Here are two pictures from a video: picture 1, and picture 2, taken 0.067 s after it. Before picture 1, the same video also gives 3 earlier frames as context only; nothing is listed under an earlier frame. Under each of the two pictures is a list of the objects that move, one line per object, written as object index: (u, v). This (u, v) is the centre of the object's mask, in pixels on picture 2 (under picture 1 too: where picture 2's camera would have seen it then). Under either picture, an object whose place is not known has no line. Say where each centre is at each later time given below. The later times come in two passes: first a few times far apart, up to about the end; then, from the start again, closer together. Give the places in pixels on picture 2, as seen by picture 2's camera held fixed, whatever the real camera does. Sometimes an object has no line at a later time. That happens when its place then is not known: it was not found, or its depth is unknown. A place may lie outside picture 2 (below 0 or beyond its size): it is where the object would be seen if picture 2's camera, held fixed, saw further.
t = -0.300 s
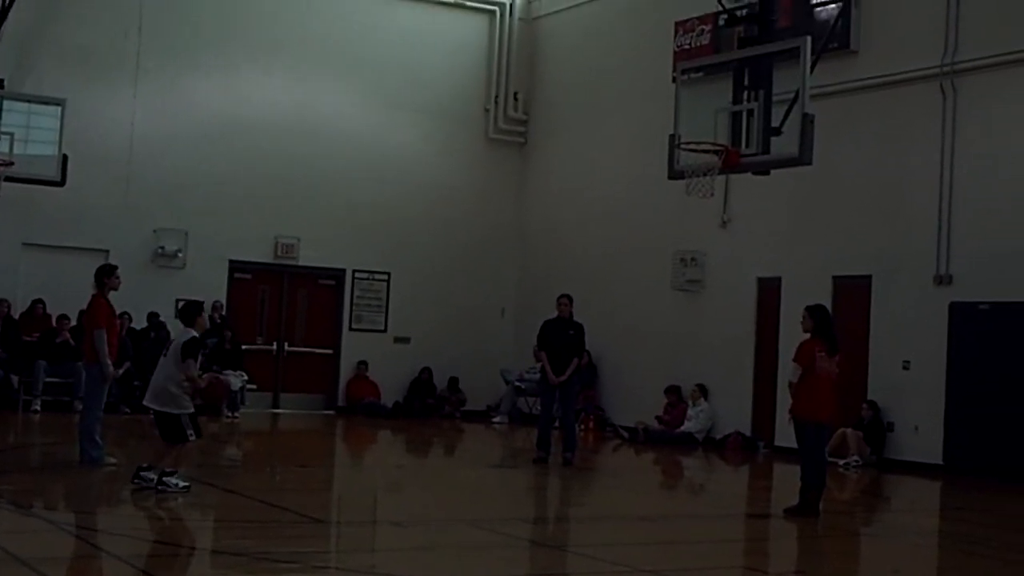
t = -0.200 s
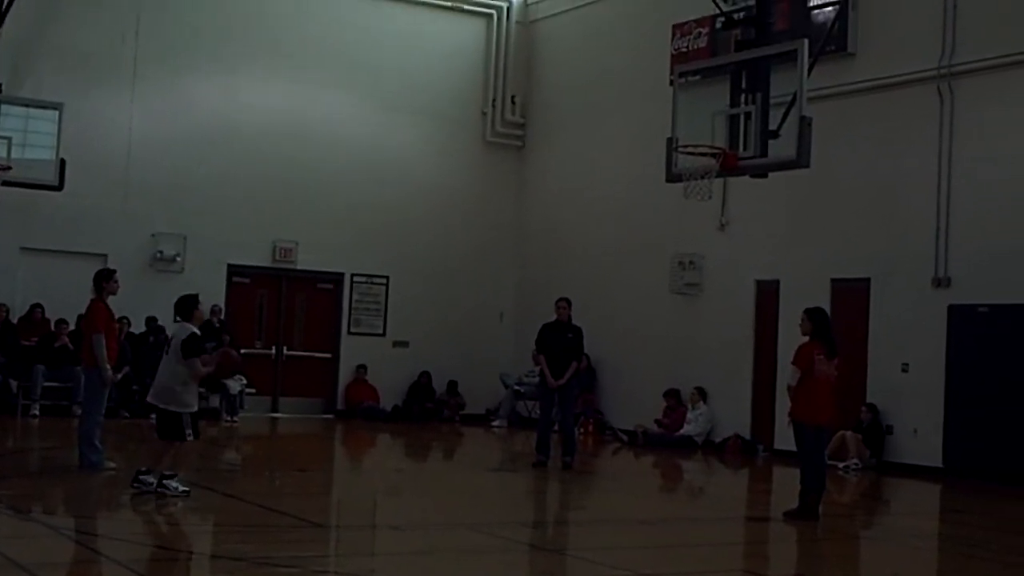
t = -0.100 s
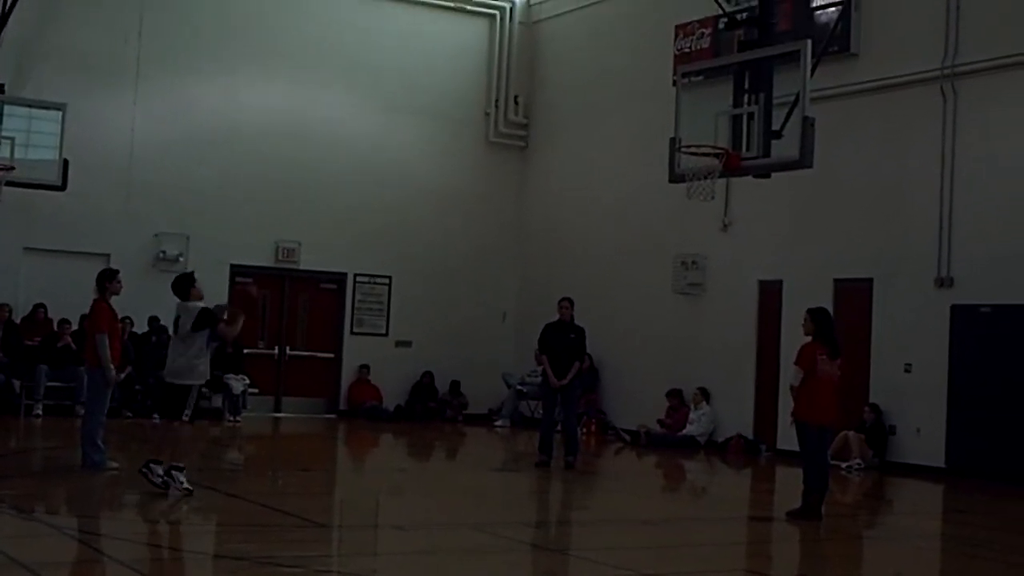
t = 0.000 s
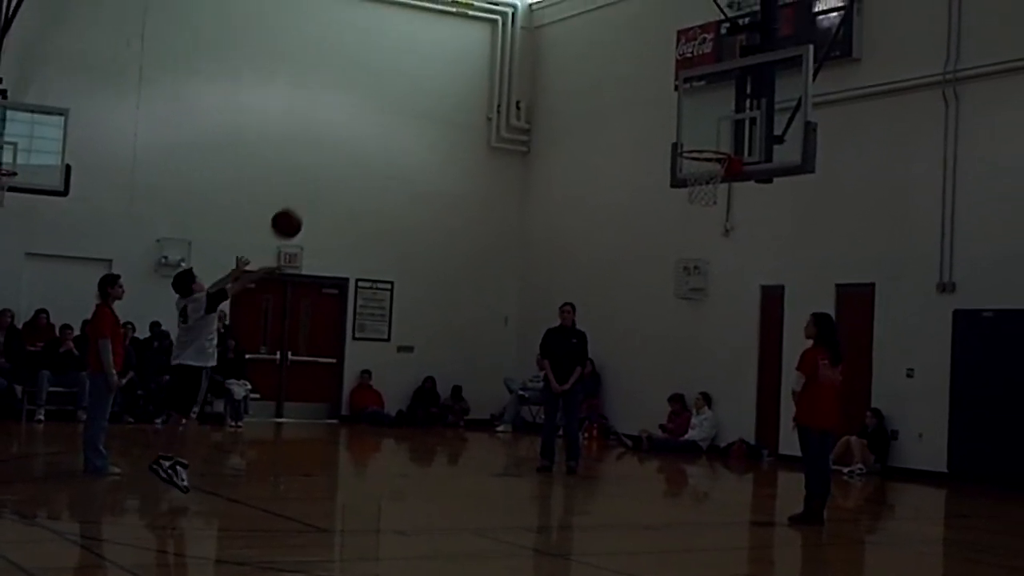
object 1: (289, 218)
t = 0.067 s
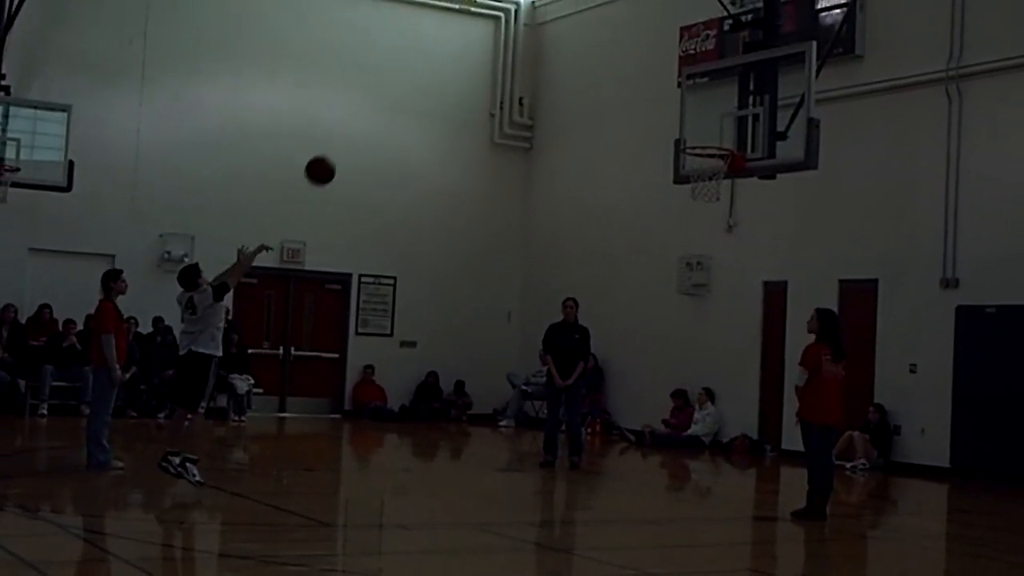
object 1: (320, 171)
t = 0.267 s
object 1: (405, 62)
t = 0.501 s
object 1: (492, 5)
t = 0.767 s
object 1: (580, 11)
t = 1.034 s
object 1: (657, 96)
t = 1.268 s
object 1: (685, 119)
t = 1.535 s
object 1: (694, 141)
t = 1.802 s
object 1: (703, 137)
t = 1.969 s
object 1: (696, 156)
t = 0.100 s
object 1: (335, 149)
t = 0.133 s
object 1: (350, 127)
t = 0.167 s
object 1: (364, 109)
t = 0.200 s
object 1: (378, 92)
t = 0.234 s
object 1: (392, 76)
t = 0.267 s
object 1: (405, 62)
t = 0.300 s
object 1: (418, 50)
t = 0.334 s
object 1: (431, 38)
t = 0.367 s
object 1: (444, 28)
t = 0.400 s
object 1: (457, 18)
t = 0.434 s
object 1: (469, 11)
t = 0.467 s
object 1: (481, 8)
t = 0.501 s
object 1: (492, 5)
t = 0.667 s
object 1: (548, 3)
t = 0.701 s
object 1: (559, 5)
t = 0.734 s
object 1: (570, 7)
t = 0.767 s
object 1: (580, 11)
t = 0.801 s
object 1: (590, 17)
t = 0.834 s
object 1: (600, 25)
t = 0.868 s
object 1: (610, 34)
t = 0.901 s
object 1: (620, 44)
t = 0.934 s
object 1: (629, 55)
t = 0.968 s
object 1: (639, 68)
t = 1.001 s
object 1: (648, 81)
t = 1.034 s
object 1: (657, 96)
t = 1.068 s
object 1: (666, 112)
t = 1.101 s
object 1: (675, 128)
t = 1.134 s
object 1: (680, 136)
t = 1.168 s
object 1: (681, 130)
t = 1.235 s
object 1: (684, 122)
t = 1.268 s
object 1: (685, 119)
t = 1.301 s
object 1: (687, 118)
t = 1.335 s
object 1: (688, 118)
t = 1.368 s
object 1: (689, 119)
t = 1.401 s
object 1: (690, 121)
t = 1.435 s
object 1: (691, 125)
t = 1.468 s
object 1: (692, 130)
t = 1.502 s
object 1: (693, 136)
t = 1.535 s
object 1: (694, 141)
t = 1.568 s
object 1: (695, 136)
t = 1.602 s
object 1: (696, 133)
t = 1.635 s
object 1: (698, 131)
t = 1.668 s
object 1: (699, 130)
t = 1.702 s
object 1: (700, 130)
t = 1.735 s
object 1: (701, 131)
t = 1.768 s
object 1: (702, 133)
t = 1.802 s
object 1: (703, 137)
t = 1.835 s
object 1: (704, 141)
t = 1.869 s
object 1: (702, 143)
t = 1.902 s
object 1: (699, 147)
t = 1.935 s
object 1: (696, 151)
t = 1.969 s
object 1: (696, 156)
